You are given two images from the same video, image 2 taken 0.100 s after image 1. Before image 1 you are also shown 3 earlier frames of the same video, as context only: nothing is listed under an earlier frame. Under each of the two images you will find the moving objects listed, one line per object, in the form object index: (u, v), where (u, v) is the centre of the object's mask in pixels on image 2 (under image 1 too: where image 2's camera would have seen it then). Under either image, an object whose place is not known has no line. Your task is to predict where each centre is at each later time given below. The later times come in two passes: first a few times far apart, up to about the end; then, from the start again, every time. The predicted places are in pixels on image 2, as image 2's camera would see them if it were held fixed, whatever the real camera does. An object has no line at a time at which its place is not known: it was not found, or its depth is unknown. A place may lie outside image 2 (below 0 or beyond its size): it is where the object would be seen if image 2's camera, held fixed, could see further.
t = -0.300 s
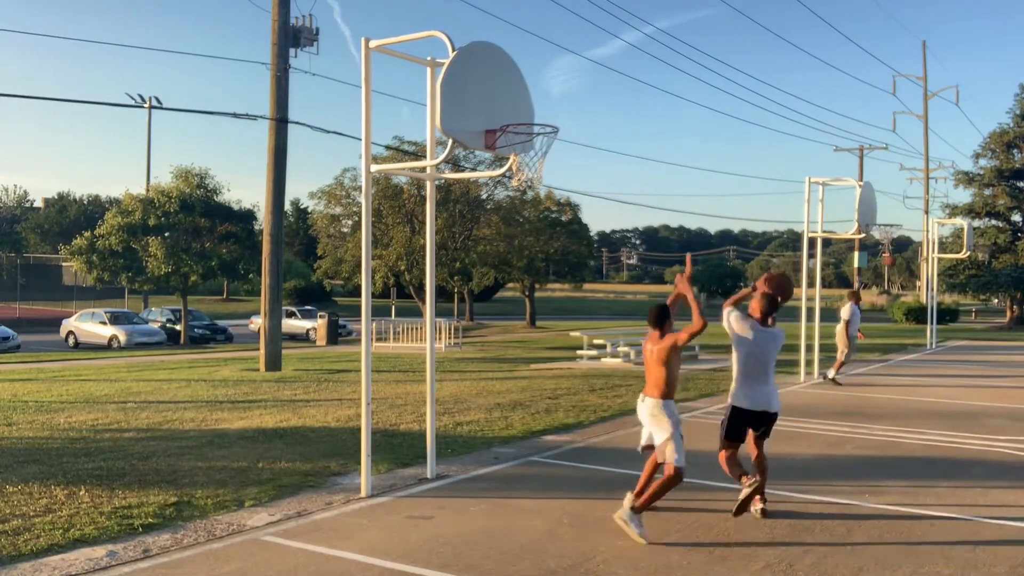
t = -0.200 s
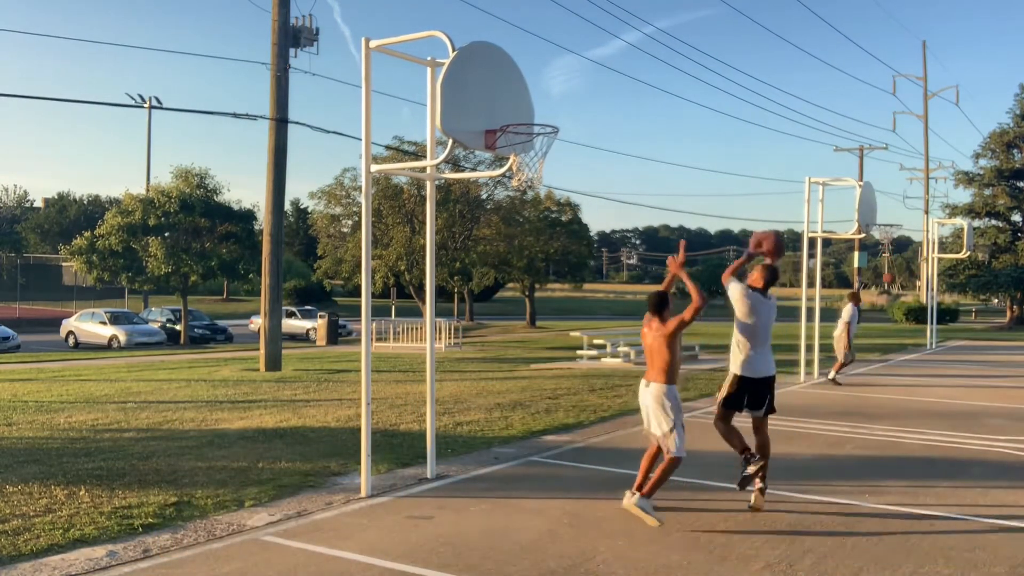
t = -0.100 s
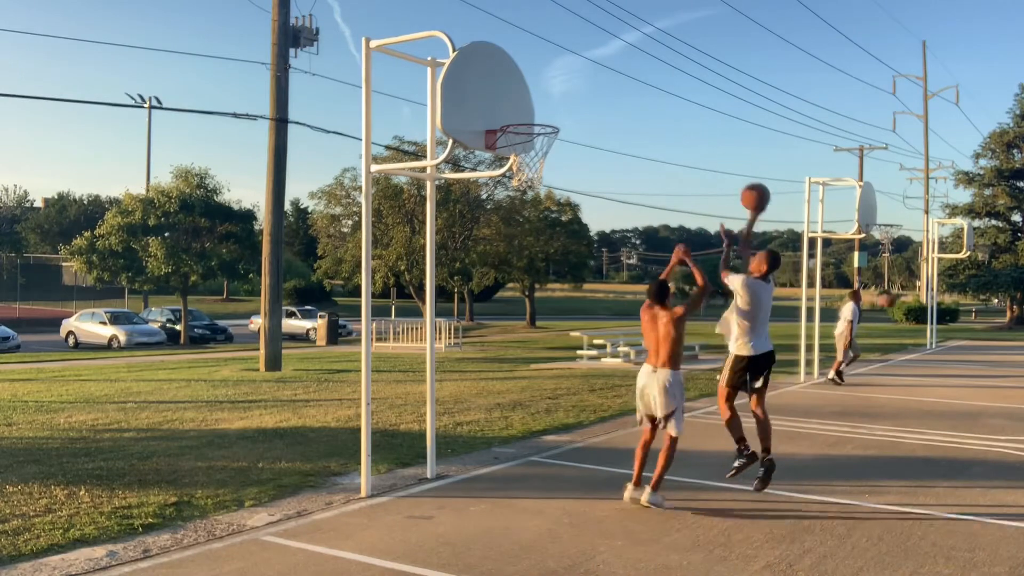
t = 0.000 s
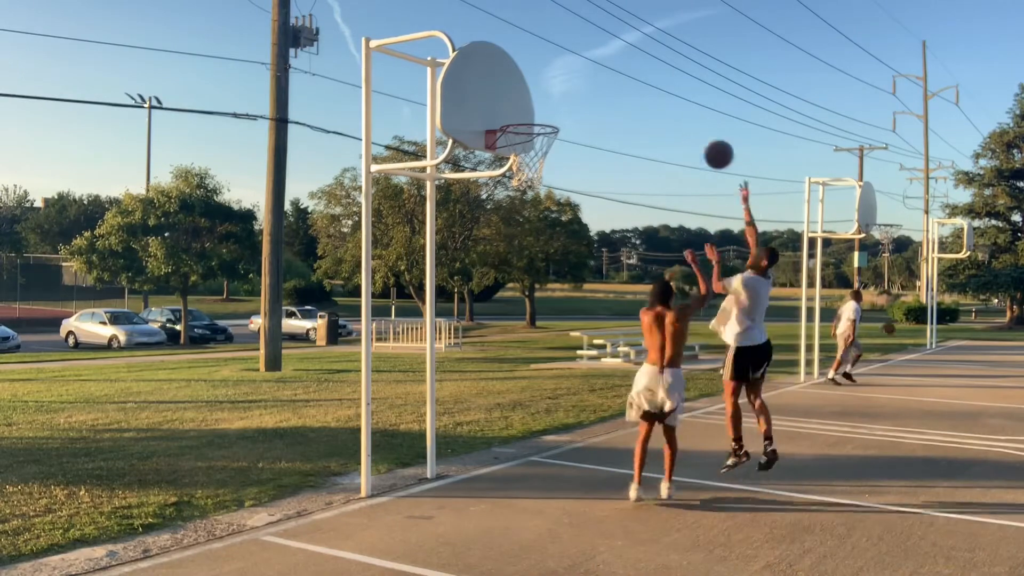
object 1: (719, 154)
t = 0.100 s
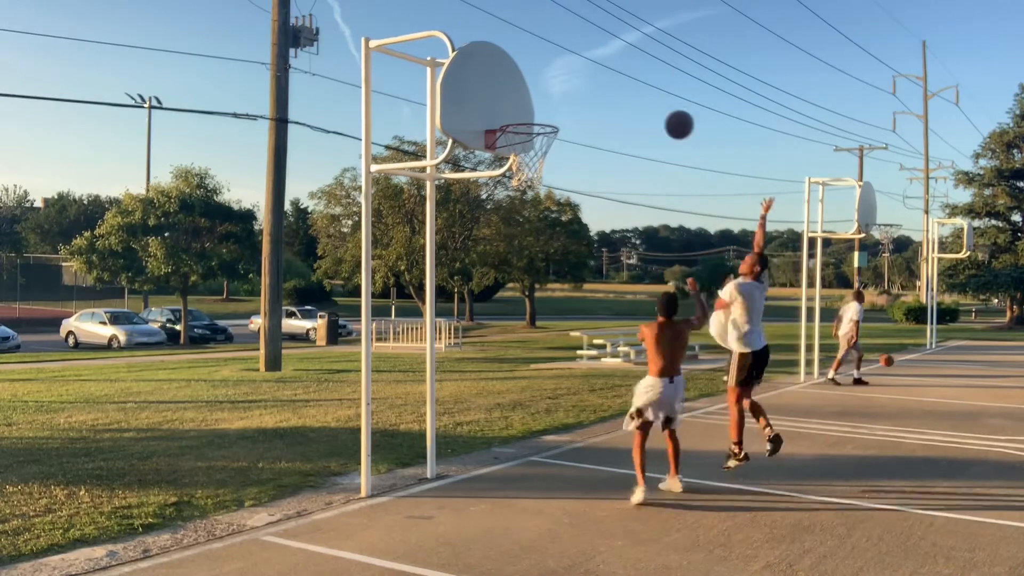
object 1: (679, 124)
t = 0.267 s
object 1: (612, 101)
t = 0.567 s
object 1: (512, 105)
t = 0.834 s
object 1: (478, 107)
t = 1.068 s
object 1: (456, 176)
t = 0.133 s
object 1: (666, 117)
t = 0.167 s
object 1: (652, 111)
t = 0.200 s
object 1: (639, 106)
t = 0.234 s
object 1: (626, 103)
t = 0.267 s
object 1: (612, 101)
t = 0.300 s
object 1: (598, 100)
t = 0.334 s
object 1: (585, 100)
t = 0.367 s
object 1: (572, 102)
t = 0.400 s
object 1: (558, 105)
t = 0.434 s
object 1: (545, 109)
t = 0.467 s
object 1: (531, 115)
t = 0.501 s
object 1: (520, 118)
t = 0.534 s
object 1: (517, 111)
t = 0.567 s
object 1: (512, 105)
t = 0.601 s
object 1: (508, 101)
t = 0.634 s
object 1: (504, 98)
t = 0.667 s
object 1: (500, 96)
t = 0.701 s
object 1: (496, 96)
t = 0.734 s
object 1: (491, 97)
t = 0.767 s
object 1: (487, 99)
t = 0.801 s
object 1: (482, 102)
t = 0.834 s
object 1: (478, 107)
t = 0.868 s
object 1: (474, 113)
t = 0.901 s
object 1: (472, 120)
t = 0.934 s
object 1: (469, 129)
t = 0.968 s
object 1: (466, 138)
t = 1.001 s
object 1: (462, 149)
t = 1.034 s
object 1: (460, 161)
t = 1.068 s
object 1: (456, 176)
